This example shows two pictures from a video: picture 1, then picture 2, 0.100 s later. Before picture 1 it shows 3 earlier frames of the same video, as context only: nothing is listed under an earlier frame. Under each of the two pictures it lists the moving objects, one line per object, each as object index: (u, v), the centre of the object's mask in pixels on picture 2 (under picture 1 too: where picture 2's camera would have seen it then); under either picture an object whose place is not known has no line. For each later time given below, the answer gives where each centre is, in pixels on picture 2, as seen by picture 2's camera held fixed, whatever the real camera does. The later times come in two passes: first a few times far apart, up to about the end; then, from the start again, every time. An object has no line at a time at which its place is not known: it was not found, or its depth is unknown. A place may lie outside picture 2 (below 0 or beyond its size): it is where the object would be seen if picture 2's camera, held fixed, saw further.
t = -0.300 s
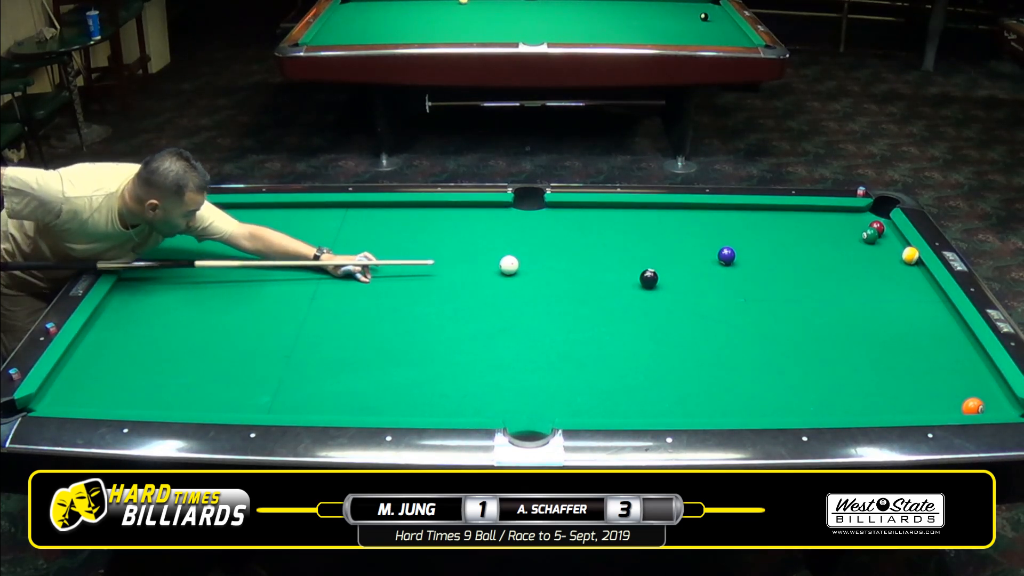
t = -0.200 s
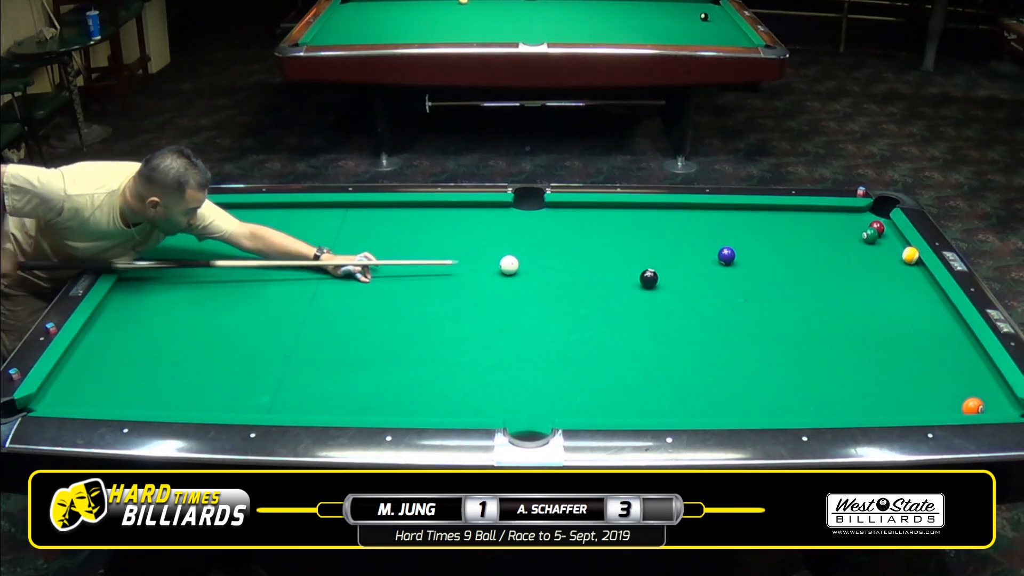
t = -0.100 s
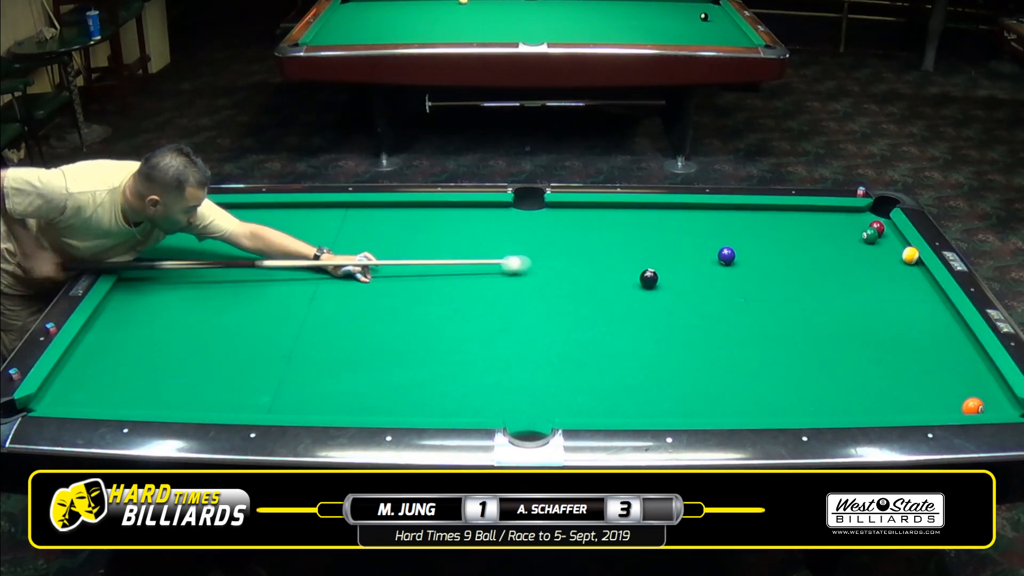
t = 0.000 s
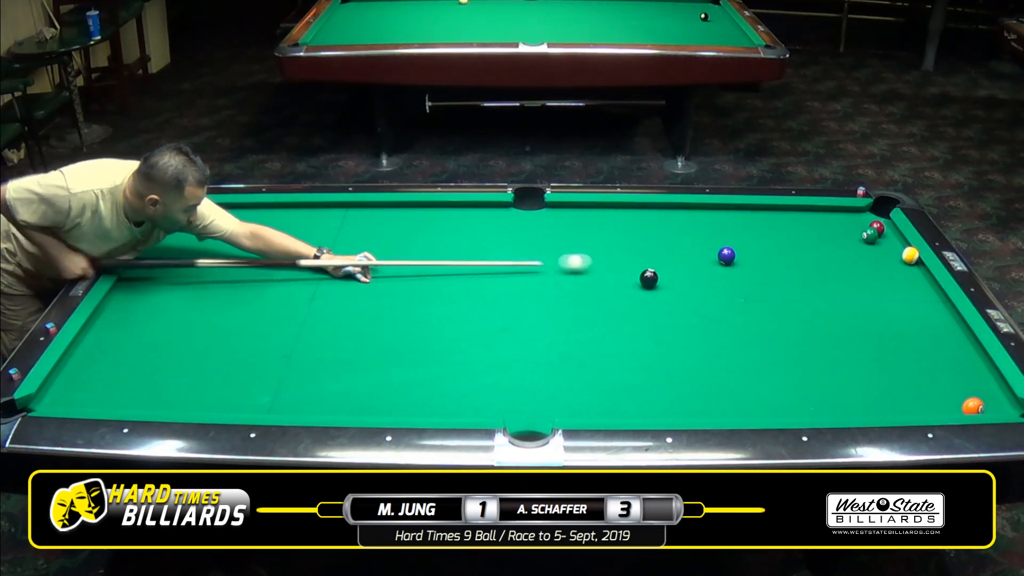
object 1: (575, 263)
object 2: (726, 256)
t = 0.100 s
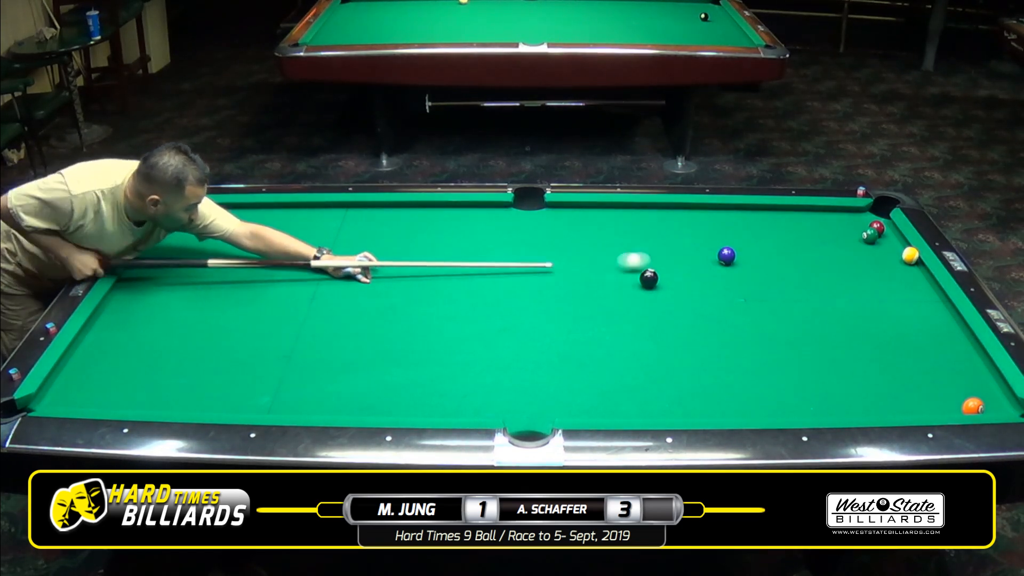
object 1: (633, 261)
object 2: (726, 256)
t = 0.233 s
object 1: (708, 259)
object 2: (727, 256)
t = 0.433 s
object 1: (760, 276)
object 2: (781, 239)
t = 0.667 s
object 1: (824, 293)
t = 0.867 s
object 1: (880, 309)
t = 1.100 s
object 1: (944, 328)
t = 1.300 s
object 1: (955, 340)
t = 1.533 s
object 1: (932, 352)
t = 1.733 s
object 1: (912, 363)
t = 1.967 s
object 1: (889, 376)
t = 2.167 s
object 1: (869, 387)
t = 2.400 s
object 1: (845, 399)
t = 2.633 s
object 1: (821, 409)
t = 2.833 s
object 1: (802, 406)
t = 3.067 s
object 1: (782, 401)
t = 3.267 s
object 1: (767, 396)
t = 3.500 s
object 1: (750, 390)
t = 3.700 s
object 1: (737, 387)
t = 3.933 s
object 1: (722, 382)
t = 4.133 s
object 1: (712, 379)
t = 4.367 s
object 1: (701, 376)
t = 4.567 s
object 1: (693, 374)
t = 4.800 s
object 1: (685, 371)
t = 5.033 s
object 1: (679, 369)
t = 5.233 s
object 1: (675, 368)
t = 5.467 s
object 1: (672, 368)
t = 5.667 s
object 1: (670, 368)
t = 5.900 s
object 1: (670, 368)
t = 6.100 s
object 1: (671, 368)
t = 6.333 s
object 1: (671, 368)
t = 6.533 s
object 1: (671, 368)
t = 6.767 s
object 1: (670, 368)
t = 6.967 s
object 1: (670, 368)
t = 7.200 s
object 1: (670, 368)
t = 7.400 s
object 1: (670, 368)
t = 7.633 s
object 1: (670, 368)
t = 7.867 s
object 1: (670, 368)
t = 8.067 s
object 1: (670, 368)
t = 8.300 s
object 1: (670, 368)
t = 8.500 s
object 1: (670, 368)
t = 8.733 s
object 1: (670, 368)
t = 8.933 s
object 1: (670, 368)
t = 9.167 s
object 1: (671, 368)
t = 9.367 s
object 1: (670, 368)
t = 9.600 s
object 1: (671, 368)
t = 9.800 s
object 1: (671, 368)
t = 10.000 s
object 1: (670, 368)
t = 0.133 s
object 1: (653, 260)
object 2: (726, 256)
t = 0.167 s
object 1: (672, 260)
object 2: (726, 256)
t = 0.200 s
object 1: (691, 260)
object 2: (726, 256)
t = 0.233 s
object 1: (708, 259)
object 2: (727, 256)
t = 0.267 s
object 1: (718, 262)
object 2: (736, 252)
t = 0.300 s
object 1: (725, 265)
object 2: (747, 250)
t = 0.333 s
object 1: (733, 268)
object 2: (757, 247)
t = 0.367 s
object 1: (742, 271)
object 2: (766, 244)
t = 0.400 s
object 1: (751, 273)
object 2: (774, 242)
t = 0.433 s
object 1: (760, 276)
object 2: (781, 239)
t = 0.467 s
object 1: (769, 278)
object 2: (789, 237)
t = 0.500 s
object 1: (778, 281)
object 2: (795, 235)
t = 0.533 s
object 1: (788, 283)
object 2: (802, 233)
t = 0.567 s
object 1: (797, 286)
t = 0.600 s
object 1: (806, 288)
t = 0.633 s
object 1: (815, 291)
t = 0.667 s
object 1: (824, 293)
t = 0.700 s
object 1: (834, 296)
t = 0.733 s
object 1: (843, 299)
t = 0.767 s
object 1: (852, 301)
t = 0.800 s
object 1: (861, 304)
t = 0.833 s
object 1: (871, 306)
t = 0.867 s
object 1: (880, 309)
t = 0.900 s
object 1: (889, 312)
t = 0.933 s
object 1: (898, 314)
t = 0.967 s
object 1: (907, 317)
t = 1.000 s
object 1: (917, 320)
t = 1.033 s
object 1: (925, 322)
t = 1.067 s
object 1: (934, 325)
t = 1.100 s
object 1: (944, 328)
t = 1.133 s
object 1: (953, 330)
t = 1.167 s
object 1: (961, 332)
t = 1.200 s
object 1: (965, 335)
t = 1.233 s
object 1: (962, 337)
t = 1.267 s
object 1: (958, 338)
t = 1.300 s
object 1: (955, 340)
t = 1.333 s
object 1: (952, 342)
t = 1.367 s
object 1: (949, 344)
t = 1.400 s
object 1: (945, 345)
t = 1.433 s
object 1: (942, 347)
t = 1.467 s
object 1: (939, 349)
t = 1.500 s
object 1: (935, 351)
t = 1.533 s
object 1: (932, 352)
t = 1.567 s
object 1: (929, 354)
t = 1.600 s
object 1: (925, 356)
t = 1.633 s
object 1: (922, 358)
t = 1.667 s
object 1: (919, 360)
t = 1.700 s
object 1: (916, 361)
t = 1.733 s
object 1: (912, 363)
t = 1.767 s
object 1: (909, 365)
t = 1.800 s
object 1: (906, 367)
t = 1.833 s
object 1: (902, 369)
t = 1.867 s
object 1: (899, 370)
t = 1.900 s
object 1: (896, 372)
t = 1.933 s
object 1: (892, 374)
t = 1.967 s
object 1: (889, 376)
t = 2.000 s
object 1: (886, 377)
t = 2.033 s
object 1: (882, 379)
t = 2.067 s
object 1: (879, 381)
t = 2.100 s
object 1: (875, 383)
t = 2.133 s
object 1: (872, 385)
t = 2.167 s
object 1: (869, 387)
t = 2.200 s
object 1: (865, 388)
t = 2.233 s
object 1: (862, 390)
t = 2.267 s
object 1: (858, 392)
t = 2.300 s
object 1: (855, 394)
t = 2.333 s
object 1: (852, 395)
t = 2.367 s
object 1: (848, 397)
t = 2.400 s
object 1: (845, 399)
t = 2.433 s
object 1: (841, 401)
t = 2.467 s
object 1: (838, 402)
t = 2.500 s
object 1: (834, 404)
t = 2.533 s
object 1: (831, 405)
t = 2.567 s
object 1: (828, 406)
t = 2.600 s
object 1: (824, 408)
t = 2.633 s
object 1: (821, 409)
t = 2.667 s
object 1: (817, 410)
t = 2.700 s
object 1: (814, 409)
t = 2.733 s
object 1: (811, 408)
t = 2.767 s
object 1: (808, 408)
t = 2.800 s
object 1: (805, 407)
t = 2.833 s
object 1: (802, 406)
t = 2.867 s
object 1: (799, 406)
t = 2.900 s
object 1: (796, 405)
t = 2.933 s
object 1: (793, 404)
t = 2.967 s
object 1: (790, 404)
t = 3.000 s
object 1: (788, 403)
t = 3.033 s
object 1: (785, 402)
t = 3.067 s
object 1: (782, 401)
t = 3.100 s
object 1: (779, 400)
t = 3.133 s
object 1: (777, 399)
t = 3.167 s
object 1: (774, 399)
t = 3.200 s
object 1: (771, 398)
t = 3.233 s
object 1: (769, 397)
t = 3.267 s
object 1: (767, 396)
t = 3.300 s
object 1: (764, 395)
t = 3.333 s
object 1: (762, 395)
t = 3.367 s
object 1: (759, 394)
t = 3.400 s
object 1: (757, 393)
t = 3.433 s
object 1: (754, 392)
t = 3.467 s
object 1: (752, 391)
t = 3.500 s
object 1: (750, 390)
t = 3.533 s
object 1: (747, 390)
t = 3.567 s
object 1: (745, 389)
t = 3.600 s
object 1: (743, 388)
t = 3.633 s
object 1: (741, 388)
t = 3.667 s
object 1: (739, 387)
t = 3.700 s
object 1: (737, 387)
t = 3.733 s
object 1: (734, 386)
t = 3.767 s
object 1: (732, 385)
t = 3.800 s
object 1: (730, 385)
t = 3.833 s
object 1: (728, 384)
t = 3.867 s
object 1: (726, 383)
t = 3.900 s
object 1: (724, 383)
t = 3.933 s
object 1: (722, 382)
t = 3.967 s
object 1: (720, 382)
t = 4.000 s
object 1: (719, 381)
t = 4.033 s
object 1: (717, 381)
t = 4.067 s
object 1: (715, 380)
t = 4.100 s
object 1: (713, 380)
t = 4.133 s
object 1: (712, 379)
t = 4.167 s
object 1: (710, 378)
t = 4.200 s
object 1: (708, 378)
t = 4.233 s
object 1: (707, 378)
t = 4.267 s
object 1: (705, 377)
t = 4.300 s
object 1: (704, 377)
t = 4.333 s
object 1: (702, 376)
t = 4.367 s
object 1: (701, 376)
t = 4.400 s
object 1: (699, 375)
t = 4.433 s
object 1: (698, 375)
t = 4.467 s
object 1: (697, 375)
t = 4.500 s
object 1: (695, 374)
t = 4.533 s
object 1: (694, 374)
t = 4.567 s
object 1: (693, 374)
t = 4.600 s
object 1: (691, 373)
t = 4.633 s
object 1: (690, 373)
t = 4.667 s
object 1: (689, 372)
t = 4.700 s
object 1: (688, 372)
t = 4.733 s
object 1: (687, 372)
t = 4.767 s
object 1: (686, 371)
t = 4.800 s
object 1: (685, 371)
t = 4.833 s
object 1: (684, 371)
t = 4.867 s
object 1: (683, 371)
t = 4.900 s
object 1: (682, 370)
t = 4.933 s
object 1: (681, 370)
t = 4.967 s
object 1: (680, 370)
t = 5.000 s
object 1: (679, 369)
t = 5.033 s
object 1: (679, 369)
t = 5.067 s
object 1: (678, 369)
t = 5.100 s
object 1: (677, 368)
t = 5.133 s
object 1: (677, 368)
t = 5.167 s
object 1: (676, 368)
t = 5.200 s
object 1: (675, 368)
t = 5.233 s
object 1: (675, 368)
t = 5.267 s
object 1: (674, 368)
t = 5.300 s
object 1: (674, 368)
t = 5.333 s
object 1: (673, 368)
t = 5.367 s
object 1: (673, 368)
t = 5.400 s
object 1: (672, 368)
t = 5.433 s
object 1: (672, 368)
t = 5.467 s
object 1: (672, 368)
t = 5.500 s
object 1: (671, 368)
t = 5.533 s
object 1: (671, 368)
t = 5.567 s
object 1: (671, 368)
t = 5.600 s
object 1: (671, 368)
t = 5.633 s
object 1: (670, 368)
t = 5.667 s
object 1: (670, 368)
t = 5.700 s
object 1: (670, 368)
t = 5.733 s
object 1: (670, 367)
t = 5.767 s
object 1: (670, 368)
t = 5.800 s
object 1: (670, 368)
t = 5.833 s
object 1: (670, 368)
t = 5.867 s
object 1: (670, 368)
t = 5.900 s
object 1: (670, 368)
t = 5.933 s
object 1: (670, 368)
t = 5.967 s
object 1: (670, 368)
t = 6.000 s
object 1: (671, 368)
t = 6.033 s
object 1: (670, 368)
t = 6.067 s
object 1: (671, 368)
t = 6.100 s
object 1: (671, 368)
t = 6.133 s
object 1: (670, 368)
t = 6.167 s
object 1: (670, 368)
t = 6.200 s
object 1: (670, 368)
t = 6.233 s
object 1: (671, 368)
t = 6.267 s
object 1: (671, 368)
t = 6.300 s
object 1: (671, 368)
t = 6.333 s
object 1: (671, 368)
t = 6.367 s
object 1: (671, 368)
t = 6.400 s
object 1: (671, 368)
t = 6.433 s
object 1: (671, 368)
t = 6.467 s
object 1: (671, 368)
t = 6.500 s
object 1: (671, 368)
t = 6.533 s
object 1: (671, 368)
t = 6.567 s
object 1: (671, 368)
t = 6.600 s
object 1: (670, 368)
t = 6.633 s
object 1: (670, 368)
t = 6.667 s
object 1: (670, 368)
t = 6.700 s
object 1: (670, 368)
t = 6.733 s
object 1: (670, 368)
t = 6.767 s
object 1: (670, 368)
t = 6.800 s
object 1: (670, 368)
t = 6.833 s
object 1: (670, 368)
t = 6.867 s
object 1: (670, 368)
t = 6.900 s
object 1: (670, 368)
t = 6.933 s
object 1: (670, 368)
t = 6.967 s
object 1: (670, 368)
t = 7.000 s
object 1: (670, 367)
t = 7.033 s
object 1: (670, 368)
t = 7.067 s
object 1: (670, 368)
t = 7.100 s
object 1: (670, 368)
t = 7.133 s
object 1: (670, 368)
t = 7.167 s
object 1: (670, 368)
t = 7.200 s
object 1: (670, 368)
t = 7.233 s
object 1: (670, 368)
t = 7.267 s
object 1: (670, 368)
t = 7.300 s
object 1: (670, 368)
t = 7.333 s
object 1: (670, 368)
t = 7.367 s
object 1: (670, 368)
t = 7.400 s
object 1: (670, 368)
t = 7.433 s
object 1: (670, 368)
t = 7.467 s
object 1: (670, 368)
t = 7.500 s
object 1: (670, 368)
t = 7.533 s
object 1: (670, 368)
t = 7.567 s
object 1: (670, 368)
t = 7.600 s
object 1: (670, 368)
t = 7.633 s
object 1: (670, 368)
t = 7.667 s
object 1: (670, 368)
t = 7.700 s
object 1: (670, 367)
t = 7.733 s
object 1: (670, 368)
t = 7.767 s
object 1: (670, 368)
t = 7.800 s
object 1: (670, 368)
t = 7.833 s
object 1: (670, 368)
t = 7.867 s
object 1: (670, 368)
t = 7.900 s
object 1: (670, 368)
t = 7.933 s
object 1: (670, 368)
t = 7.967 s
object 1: (670, 368)
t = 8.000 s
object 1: (670, 368)
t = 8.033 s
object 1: (670, 368)
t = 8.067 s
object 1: (670, 368)
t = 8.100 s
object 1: (670, 368)
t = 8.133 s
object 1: (670, 368)
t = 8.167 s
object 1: (670, 368)
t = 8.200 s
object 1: (670, 368)
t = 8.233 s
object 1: (670, 368)
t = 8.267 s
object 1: (670, 368)
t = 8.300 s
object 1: (670, 368)
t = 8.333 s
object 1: (671, 368)
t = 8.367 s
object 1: (671, 367)
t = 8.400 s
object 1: (670, 368)
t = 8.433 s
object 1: (670, 368)
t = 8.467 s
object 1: (670, 368)
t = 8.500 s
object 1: (670, 368)
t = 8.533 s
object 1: (671, 368)
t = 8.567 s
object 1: (671, 368)
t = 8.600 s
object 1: (670, 368)
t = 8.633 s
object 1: (671, 367)
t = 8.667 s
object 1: (670, 368)
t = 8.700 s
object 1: (670, 368)
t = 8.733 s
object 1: (670, 368)
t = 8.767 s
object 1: (671, 368)
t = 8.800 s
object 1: (671, 368)
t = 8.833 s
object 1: (671, 368)
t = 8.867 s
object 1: (670, 368)
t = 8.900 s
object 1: (670, 368)
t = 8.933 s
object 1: (670, 368)
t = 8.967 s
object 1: (670, 368)
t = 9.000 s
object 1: (670, 368)
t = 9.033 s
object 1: (671, 368)
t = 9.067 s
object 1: (671, 368)
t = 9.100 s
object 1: (671, 368)
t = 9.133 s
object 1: (670, 368)
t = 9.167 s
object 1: (671, 368)
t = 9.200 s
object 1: (670, 368)
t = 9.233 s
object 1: (670, 368)
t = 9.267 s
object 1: (671, 368)
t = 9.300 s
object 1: (671, 368)
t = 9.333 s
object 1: (670, 368)
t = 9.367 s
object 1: (670, 368)
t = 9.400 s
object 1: (671, 368)
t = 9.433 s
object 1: (670, 368)
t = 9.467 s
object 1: (671, 367)
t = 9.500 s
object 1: (670, 368)
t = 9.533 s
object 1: (671, 368)
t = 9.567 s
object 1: (671, 368)
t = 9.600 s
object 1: (671, 368)
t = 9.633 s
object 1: (671, 368)
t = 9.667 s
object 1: (670, 368)
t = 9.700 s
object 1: (670, 368)
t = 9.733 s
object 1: (671, 368)
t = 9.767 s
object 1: (670, 368)
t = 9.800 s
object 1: (671, 368)
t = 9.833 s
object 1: (671, 367)
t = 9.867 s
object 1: (670, 368)
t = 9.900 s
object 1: (670, 368)
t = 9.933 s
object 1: (670, 368)
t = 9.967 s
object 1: (671, 368)
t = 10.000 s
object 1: (670, 368)
